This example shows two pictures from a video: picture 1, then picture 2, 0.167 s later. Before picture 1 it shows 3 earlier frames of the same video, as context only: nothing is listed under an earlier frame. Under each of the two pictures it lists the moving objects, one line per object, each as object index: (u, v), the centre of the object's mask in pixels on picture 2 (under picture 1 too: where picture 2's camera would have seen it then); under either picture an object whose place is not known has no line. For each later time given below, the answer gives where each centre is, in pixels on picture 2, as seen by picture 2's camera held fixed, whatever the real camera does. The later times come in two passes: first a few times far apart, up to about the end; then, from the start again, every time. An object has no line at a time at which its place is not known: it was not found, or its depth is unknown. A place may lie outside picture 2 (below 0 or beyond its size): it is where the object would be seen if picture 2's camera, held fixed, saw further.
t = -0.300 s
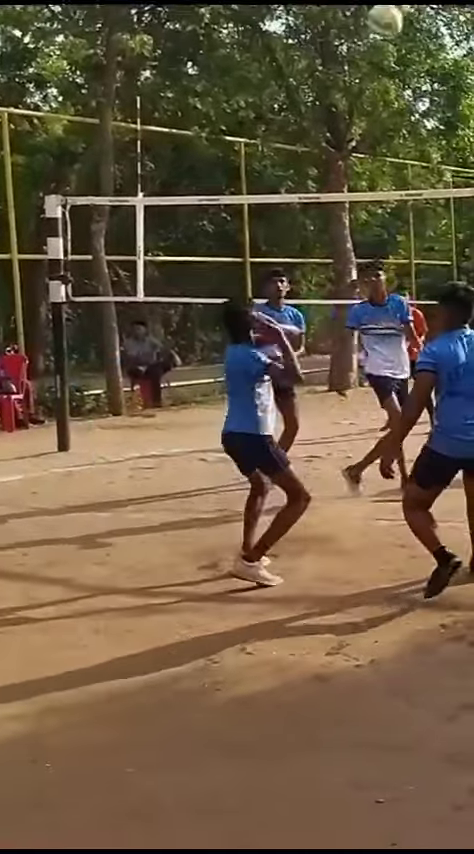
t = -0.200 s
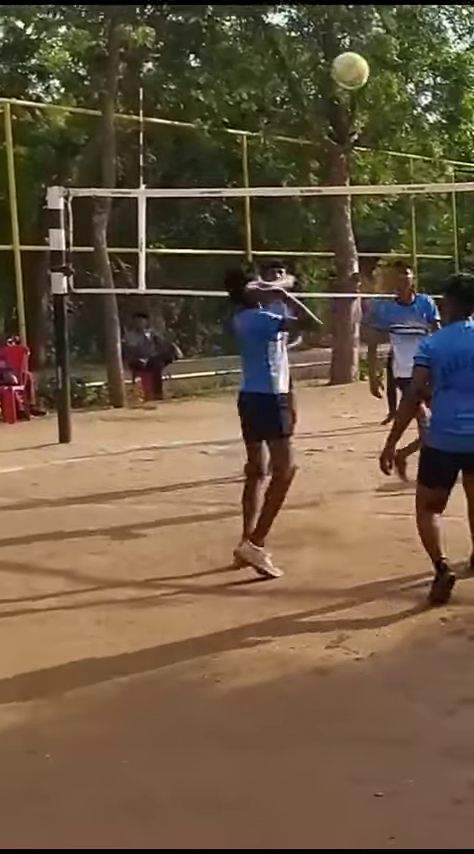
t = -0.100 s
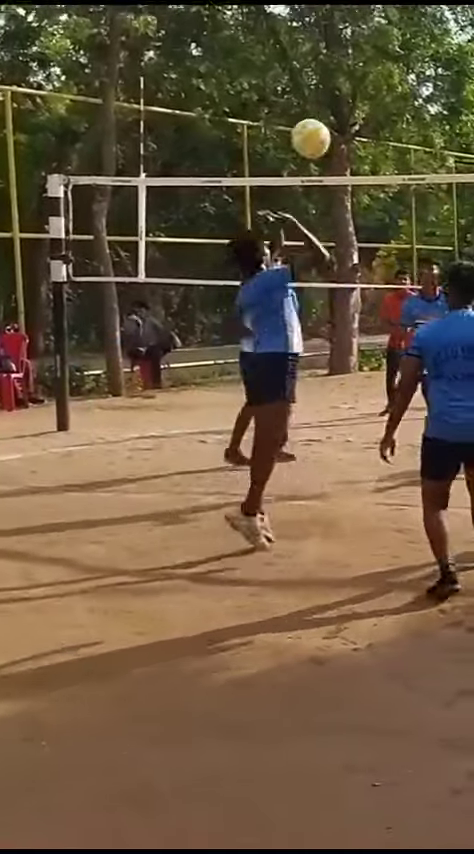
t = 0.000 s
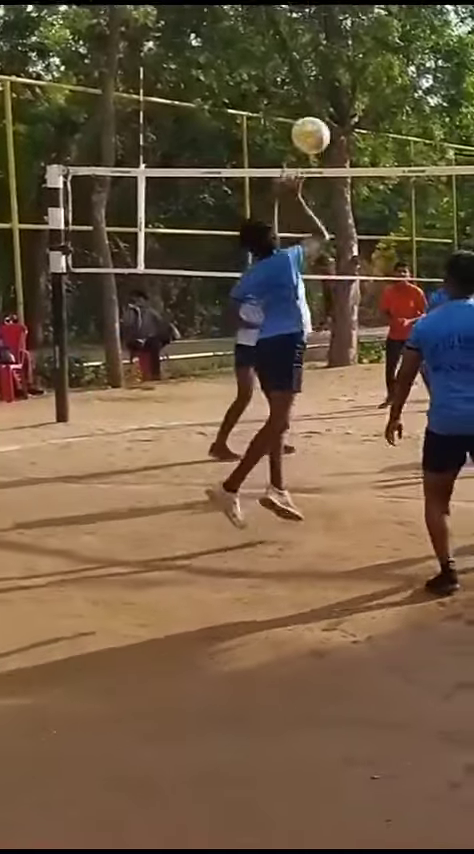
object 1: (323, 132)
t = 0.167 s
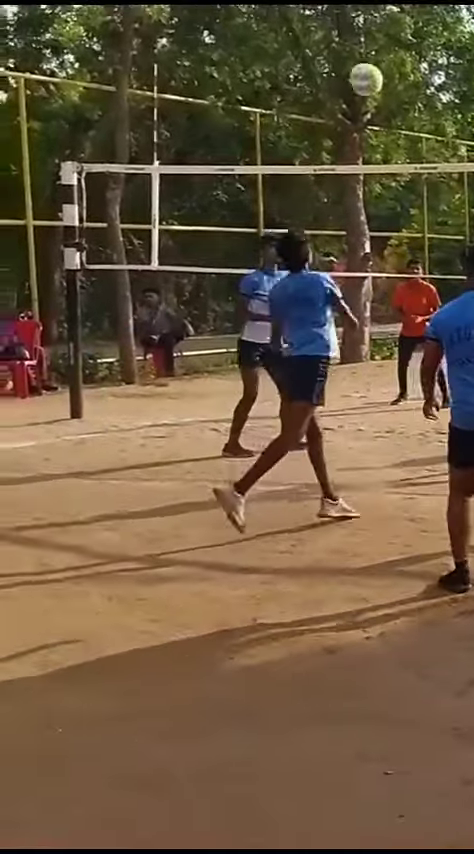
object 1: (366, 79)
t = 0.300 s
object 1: (393, 71)
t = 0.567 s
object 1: (437, 118)
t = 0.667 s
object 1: (449, 152)
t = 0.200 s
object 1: (373, 74)
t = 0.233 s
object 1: (380, 72)
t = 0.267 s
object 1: (387, 71)
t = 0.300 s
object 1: (393, 71)
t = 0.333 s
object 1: (398, 73)
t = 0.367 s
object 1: (404, 77)
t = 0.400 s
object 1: (410, 80)
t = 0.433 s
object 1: (416, 86)
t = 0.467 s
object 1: (420, 91)
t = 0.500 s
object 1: (426, 98)
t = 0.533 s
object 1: (431, 107)
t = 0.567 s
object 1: (437, 118)
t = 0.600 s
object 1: (442, 129)
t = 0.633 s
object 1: (446, 141)
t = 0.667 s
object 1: (449, 152)
